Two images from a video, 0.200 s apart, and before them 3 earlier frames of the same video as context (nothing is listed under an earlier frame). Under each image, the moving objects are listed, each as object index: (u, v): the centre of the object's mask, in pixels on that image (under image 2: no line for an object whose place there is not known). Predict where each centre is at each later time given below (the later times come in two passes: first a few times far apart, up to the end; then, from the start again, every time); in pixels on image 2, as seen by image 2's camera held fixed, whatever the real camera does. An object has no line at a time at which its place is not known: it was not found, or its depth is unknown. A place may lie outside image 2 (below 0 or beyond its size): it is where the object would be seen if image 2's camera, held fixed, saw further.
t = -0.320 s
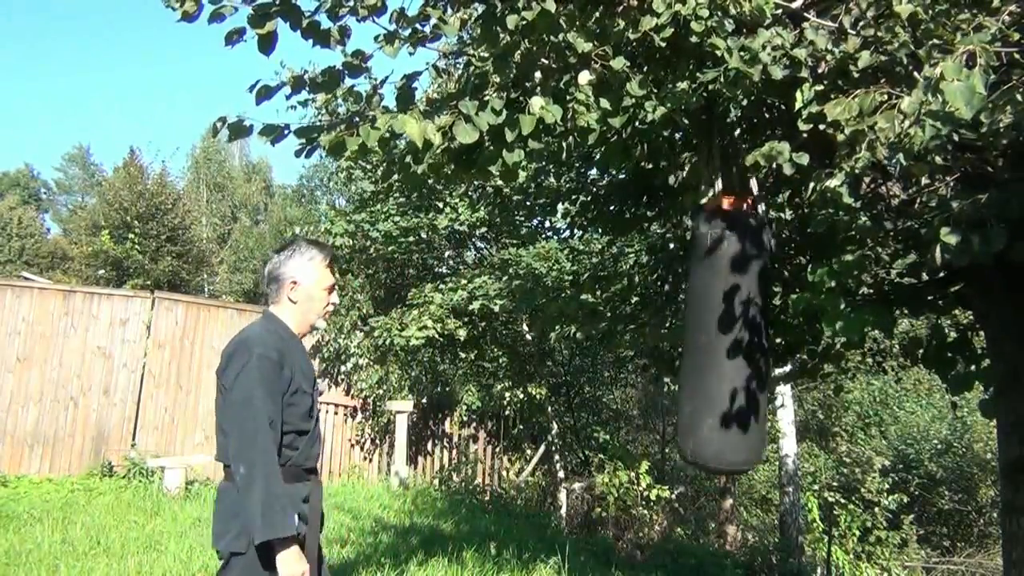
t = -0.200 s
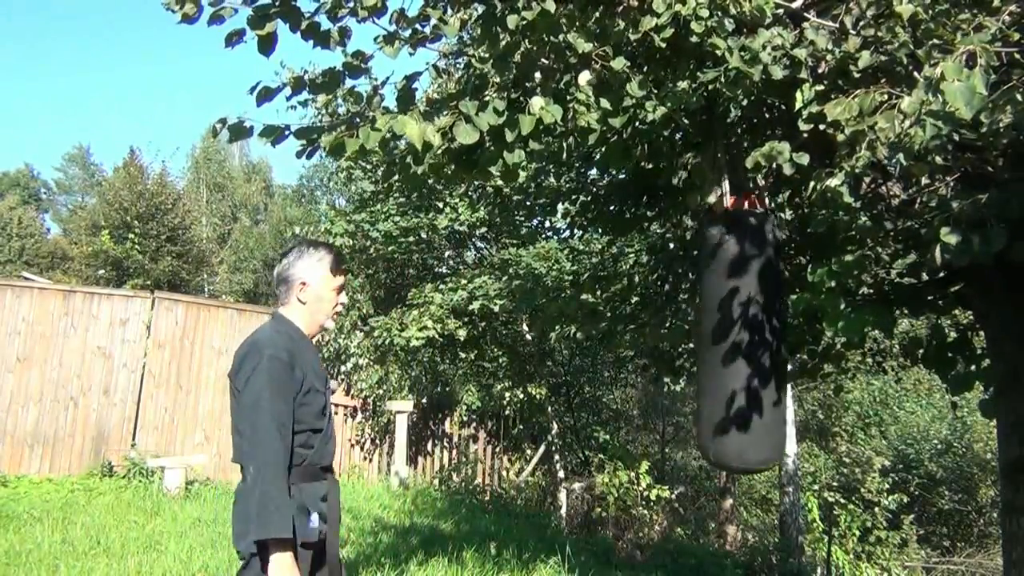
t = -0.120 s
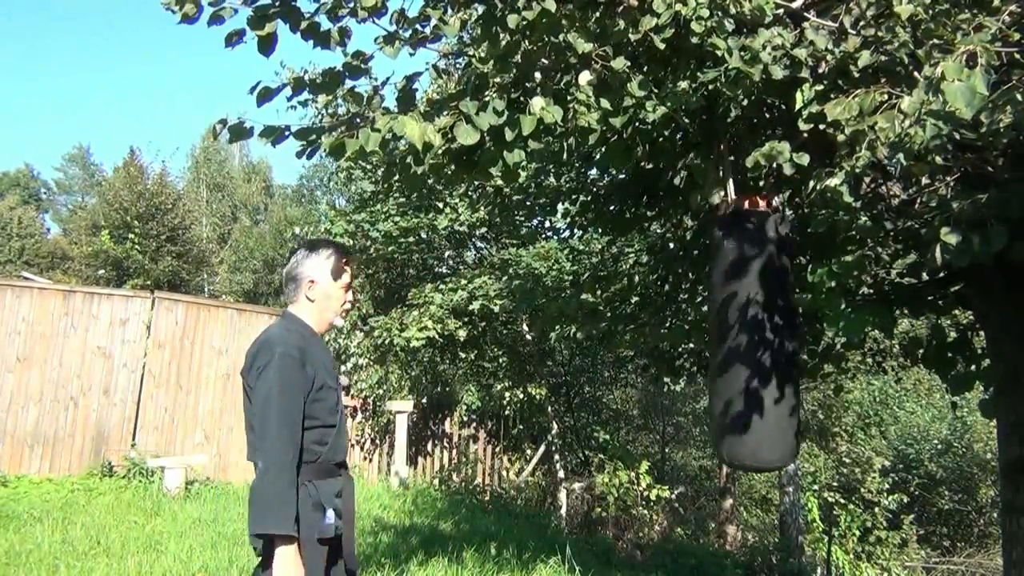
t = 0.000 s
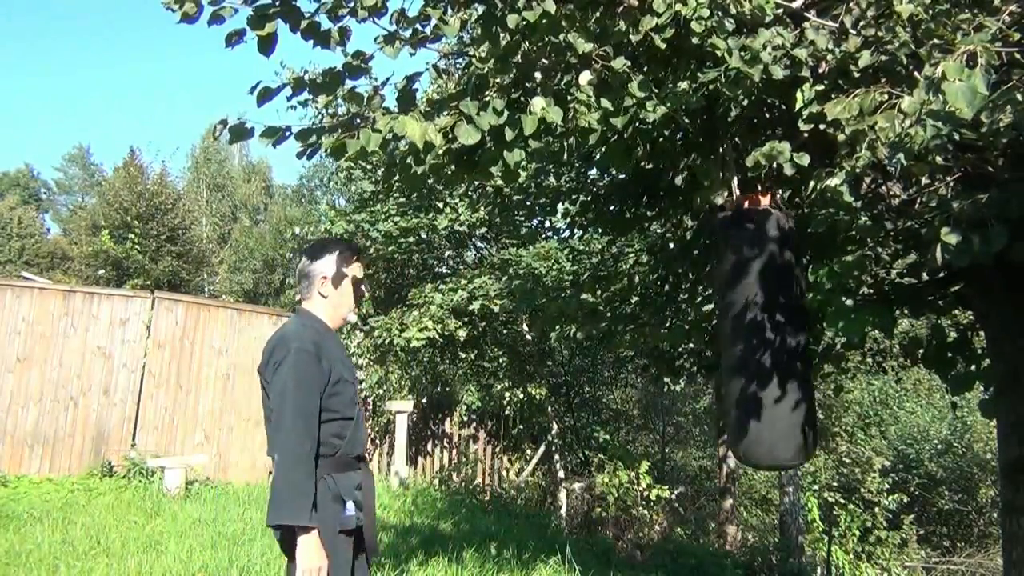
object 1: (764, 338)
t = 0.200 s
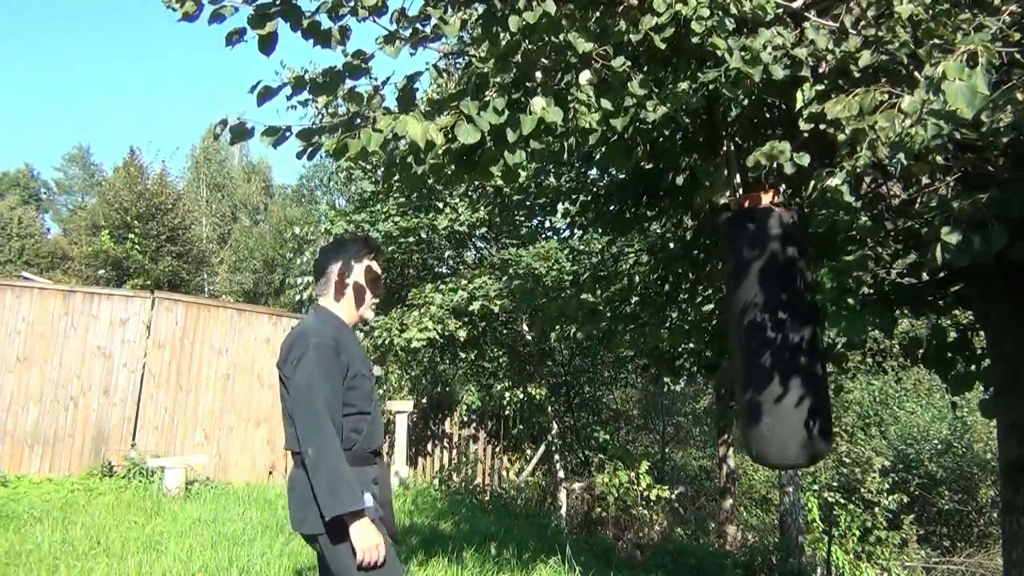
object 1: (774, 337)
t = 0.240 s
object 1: (774, 337)
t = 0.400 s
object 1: (771, 338)
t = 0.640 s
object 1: (748, 336)
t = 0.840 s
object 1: (723, 336)
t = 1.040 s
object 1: (701, 335)
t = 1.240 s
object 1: (689, 336)
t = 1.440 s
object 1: (693, 337)
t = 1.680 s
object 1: (716, 339)
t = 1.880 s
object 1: (741, 339)
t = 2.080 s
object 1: (761, 337)
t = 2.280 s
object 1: (771, 337)
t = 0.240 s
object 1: (774, 337)
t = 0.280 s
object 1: (774, 337)
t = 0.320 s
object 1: (773, 337)
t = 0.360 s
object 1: (773, 337)
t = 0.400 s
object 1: (771, 338)
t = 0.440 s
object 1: (769, 338)
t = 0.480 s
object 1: (764, 338)
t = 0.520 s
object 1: (762, 338)
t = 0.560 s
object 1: (758, 337)
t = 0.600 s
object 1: (753, 337)
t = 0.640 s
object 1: (748, 336)
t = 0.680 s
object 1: (744, 336)
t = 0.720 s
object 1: (738, 337)
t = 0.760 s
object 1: (733, 337)
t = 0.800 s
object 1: (727, 337)
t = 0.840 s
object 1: (723, 336)
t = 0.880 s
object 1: (718, 337)
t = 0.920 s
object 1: (712, 337)
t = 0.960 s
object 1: (709, 336)
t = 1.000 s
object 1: (704, 335)
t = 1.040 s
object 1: (701, 335)
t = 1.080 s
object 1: (696, 336)
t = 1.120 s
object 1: (694, 337)
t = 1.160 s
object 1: (691, 336)
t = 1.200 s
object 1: (690, 338)
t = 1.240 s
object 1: (689, 336)
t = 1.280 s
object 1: (689, 338)
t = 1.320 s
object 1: (689, 337)
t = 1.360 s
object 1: (690, 337)
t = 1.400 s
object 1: (690, 339)
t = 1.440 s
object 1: (693, 337)
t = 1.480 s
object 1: (696, 338)
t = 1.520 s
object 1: (700, 338)
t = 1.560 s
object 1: (703, 337)
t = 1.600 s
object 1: (707, 337)
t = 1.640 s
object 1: (711, 338)
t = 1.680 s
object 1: (716, 339)
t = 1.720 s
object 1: (720, 340)
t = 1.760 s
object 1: (727, 341)
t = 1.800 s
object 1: (731, 339)
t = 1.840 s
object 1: (737, 339)
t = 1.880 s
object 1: (741, 339)
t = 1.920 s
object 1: (746, 339)
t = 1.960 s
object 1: (750, 338)
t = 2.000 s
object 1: (754, 337)
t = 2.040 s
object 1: (758, 337)
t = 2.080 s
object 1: (761, 337)
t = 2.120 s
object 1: (764, 337)
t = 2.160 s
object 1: (767, 336)
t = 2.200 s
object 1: (769, 337)
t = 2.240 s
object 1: (770, 337)
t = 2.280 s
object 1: (771, 337)
